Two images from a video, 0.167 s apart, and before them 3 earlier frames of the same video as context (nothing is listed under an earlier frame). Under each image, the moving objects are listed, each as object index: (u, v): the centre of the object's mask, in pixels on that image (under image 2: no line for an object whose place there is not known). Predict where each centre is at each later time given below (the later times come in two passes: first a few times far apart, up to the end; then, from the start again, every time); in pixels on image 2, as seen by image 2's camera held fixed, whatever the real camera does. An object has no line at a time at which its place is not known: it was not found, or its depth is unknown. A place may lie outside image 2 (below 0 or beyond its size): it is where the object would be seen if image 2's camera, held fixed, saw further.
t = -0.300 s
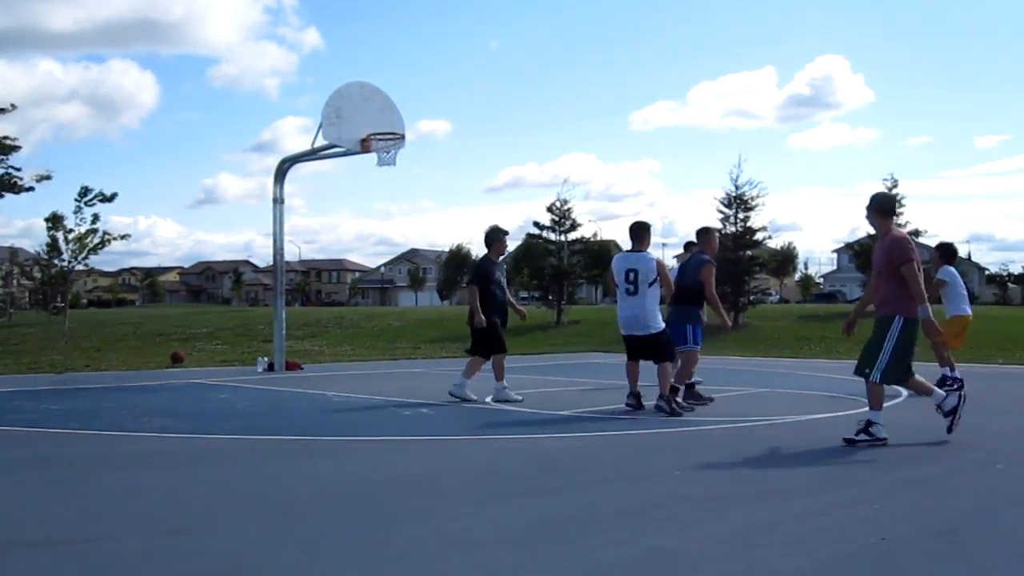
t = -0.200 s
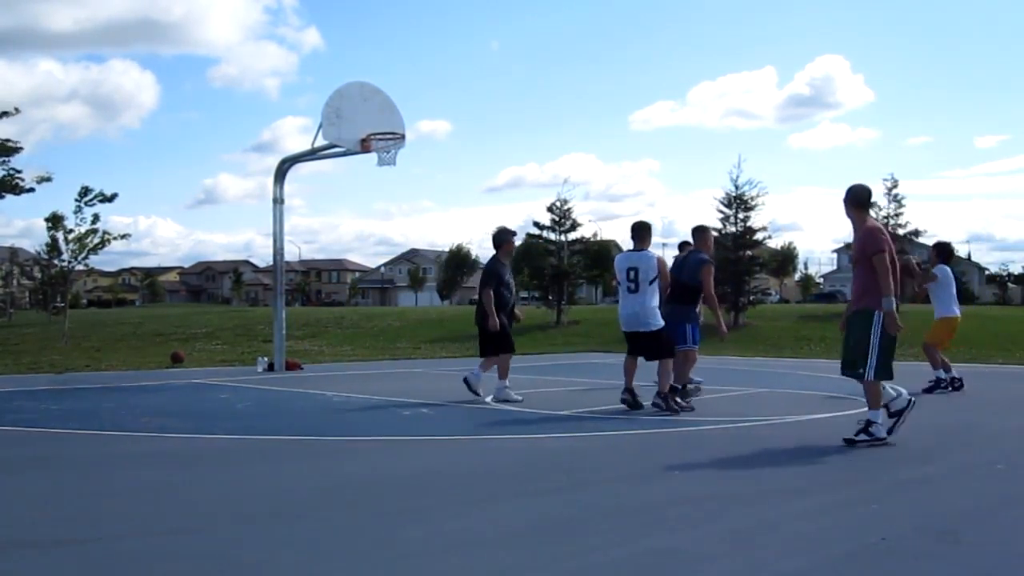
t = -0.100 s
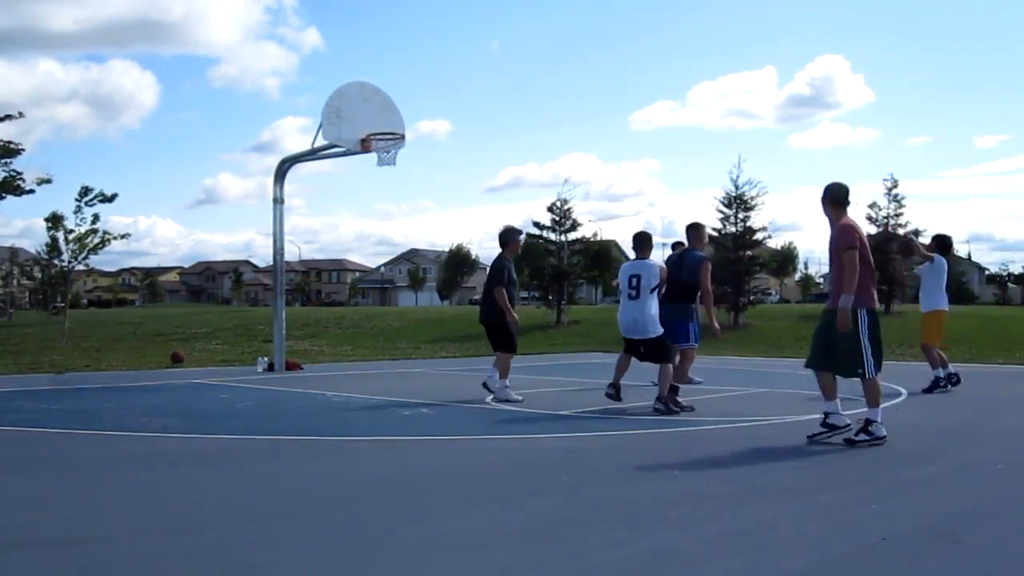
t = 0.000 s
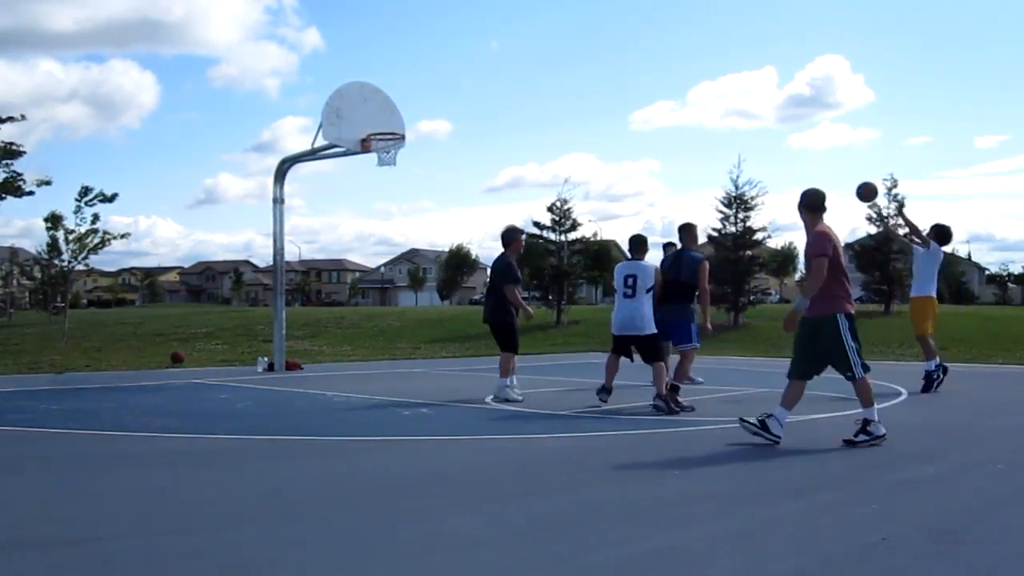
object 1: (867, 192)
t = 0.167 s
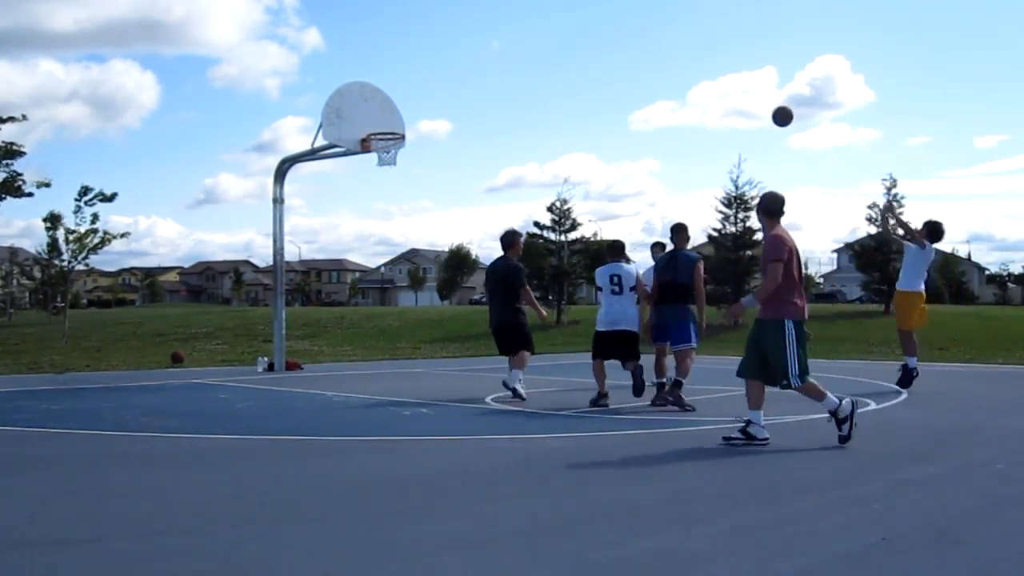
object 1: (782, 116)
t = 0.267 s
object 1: (734, 83)
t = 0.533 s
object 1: (614, 40)
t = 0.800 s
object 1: (505, 53)
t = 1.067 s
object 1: (405, 119)
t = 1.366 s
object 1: (365, 101)
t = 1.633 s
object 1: (386, 115)
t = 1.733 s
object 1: (394, 137)
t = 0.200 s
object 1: (766, 105)
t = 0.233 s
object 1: (750, 93)
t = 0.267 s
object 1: (734, 83)
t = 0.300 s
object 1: (718, 74)
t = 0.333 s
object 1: (703, 67)
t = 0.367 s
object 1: (688, 60)
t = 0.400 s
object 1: (672, 54)
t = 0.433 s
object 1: (658, 49)
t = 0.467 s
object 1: (643, 45)
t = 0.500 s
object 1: (628, 42)
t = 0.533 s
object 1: (614, 40)
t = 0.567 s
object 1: (600, 38)
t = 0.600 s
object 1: (586, 38)
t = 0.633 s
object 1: (572, 38)
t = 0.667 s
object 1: (558, 39)
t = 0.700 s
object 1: (545, 42)
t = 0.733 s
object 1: (532, 45)
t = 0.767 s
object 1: (518, 48)
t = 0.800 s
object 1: (505, 53)
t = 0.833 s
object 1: (492, 58)
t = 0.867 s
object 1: (479, 65)
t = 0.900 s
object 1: (466, 72)
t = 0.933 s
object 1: (454, 80)
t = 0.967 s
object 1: (441, 89)
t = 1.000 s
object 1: (429, 98)
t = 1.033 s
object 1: (417, 109)
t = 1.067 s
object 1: (405, 119)
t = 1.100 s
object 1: (396, 122)
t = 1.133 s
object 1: (388, 118)
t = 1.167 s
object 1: (381, 114)
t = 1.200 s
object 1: (374, 112)
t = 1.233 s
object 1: (367, 110)
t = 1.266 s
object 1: (359, 110)
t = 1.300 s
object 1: (360, 106)
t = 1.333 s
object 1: (363, 103)
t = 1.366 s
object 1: (365, 101)
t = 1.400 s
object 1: (368, 99)
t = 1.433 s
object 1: (370, 99)
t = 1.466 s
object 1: (373, 99)
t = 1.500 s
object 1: (375, 100)
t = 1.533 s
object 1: (378, 103)
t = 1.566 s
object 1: (380, 106)
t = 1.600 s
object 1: (383, 110)
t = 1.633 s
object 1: (386, 115)
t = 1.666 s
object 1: (388, 121)
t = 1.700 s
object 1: (391, 129)
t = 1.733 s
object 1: (394, 137)
